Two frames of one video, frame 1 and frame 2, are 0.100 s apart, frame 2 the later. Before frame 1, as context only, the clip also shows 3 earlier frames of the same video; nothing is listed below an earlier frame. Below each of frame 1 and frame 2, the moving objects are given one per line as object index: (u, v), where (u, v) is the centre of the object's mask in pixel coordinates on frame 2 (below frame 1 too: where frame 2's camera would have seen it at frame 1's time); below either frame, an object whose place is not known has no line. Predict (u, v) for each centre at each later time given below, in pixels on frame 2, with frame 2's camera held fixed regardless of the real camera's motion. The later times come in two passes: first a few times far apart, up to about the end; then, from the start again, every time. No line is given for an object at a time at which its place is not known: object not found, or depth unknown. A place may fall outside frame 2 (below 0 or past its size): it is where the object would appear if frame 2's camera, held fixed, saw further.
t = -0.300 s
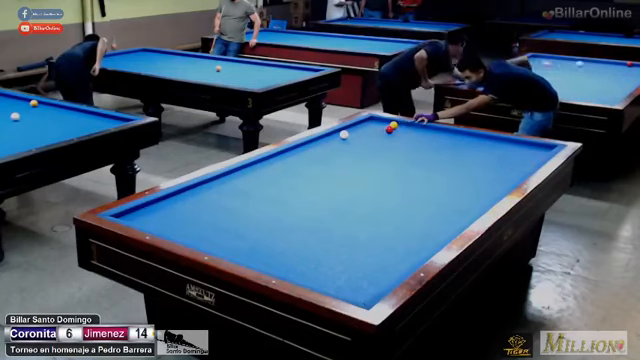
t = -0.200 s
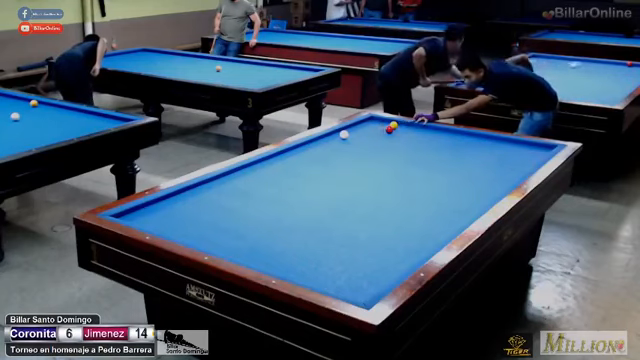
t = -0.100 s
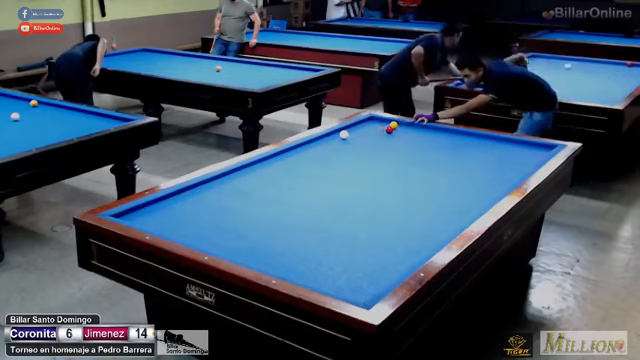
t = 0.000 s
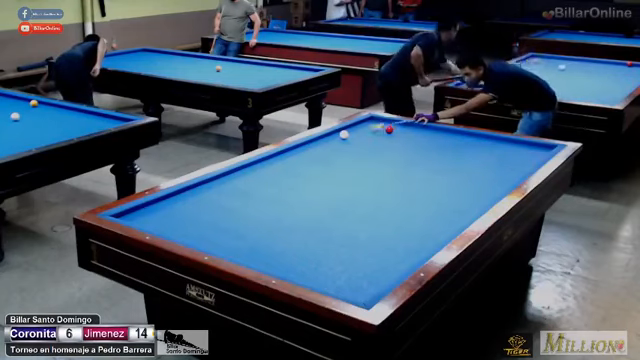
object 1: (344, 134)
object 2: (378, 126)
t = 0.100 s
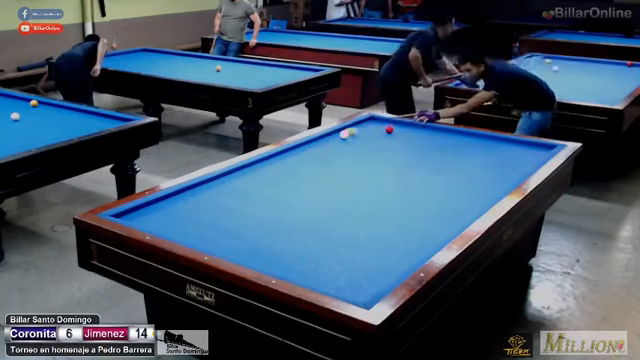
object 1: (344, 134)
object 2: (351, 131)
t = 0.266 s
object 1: (346, 138)
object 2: (336, 139)
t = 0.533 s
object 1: (350, 144)
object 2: (335, 156)
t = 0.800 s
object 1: (355, 151)
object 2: (333, 178)
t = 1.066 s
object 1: (359, 158)
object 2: (331, 205)
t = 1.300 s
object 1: (364, 165)
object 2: (329, 233)
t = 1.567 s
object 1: (369, 173)
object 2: (326, 274)
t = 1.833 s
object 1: (374, 181)
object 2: (377, 280)
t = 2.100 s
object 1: (380, 189)
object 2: (368, 253)
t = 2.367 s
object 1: (386, 198)
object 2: (362, 232)
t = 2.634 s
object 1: (392, 208)
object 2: (357, 214)
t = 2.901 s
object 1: (399, 218)
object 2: (352, 198)
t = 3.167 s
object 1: (406, 228)
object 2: (348, 184)
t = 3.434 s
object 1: (413, 239)
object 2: (344, 172)
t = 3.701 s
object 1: (419, 249)
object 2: (341, 162)
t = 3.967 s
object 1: (404, 253)
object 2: (339, 152)
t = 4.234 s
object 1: (389, 255)
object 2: (336, 144)
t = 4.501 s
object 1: (374, 258)
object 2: (333, 135)
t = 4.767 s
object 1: (360, 260)
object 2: (343, 132)
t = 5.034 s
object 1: (346, 263)
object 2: (358, 130)
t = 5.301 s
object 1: (334, 265)
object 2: (372, 127)
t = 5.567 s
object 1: (322, 267)
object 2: (386, 125)
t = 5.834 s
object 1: (310, 269)
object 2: (399, 124)
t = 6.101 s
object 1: (299, 270)
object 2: (405, 123)
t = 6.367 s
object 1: (288, 271)
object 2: (405, 125)
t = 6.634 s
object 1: (286, 269)
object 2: (404, 127)
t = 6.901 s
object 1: (286, 268)
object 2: (404, 128)
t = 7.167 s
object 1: (285, 267)
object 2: (403, 130)
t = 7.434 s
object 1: (285, 266)
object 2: (403, 132)
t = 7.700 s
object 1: (285, 265)
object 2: (403, 134)
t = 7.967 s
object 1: (284, 264)
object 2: (403, 135)
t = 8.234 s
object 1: (284, 263)
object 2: (403, 136)
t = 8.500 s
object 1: (284, 263)
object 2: (403, 137)
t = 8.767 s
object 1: (285, 263)
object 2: (403, 138)
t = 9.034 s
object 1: (285, 263)
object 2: (403, 139)
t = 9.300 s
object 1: (285, 263)
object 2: (403, 140)
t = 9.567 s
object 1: (285, 263)
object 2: (403, 141)
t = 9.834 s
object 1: (285, 263)
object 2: (403, 142)
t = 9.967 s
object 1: (285, 263)
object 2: (403, 142)
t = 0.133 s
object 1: (343, 133)
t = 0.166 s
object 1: (345, 135)
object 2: (335, 133)
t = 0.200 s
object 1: (345, 136)
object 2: (334, 134)
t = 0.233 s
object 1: (345, 137)
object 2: (334, 137)
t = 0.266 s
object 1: (346, 138)
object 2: (336, 139)
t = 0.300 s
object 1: (346, 139)
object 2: (336, 140)
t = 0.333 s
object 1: (347, 139)
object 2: (336, 143)
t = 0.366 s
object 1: (348, 141)
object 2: (336, 145)
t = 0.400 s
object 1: (348, 141)
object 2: (336, 147)
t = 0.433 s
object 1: (349, 142)
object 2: (336, 149)
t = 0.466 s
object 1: (349, 142)
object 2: (335, 152)
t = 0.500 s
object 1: (350, 143)
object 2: (335, 154)
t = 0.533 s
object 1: (350, 144)
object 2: (335, 156)
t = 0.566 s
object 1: (351, 145)
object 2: (335, 159)
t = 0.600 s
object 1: (351, 146)
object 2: (335, 161)
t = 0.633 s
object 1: (352, 147)
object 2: (334, 164)
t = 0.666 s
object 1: (352, 148)
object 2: (334, 167)
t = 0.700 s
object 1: (353, 149)
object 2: (334, 170)
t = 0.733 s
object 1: (354, 149)
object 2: (334, 173)
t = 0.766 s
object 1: (354, 150)
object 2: (333, 175)
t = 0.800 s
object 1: (355, 151)
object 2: (333, 178)
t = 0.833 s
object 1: (355, 152)
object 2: (333, 181)
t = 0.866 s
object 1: (356, 153)
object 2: (333, 184)
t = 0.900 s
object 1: (356, 154)
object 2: (333, 188)
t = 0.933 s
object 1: (357, 155)
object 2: (332, 191)
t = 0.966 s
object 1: (358, 155)
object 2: (332, 194)
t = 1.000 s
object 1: (358, 156)
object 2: (332, 198)
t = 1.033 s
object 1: (359, 158)
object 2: (331, 201)
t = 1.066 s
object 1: (359, 158)
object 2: (331, 205)
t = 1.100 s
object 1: (359, 159)
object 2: (331, 208)
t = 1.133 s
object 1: (361, 160)
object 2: (330, 212)
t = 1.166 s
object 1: (361, 161)
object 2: (330, 216)
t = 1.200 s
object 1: (362, 162)
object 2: (330, 220)
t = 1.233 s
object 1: (362, 163)
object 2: (329, 224)
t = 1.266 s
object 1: (363, 164)
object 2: (329, 228)
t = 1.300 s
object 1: (364, 165)
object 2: (329, 233)
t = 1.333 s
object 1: (364, 166)
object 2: (328, 237)
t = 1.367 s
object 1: (365, 167)
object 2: (328, 242)
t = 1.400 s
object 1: (366, 168)
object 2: (328, 247)
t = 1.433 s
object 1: (366, 169)
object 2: (327, 252)
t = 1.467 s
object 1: (367, 170)
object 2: (327, 257)
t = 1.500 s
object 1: (367, 171)
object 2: (326, 262)
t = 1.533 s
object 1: (368, 171)
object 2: (326, 268)
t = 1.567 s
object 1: (369, 173)
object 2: (326, 274)
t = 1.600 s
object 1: (370, 174)
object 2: (325, 279)
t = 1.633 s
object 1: (370, 175)
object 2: (325, 282)
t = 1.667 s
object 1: (371, 176)
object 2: (330, 285)
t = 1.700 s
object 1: (371, 177)
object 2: (342, 286)
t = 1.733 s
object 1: (373, 178)
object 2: (353, 285)
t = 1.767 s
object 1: (373, 179)
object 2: (365, 284)
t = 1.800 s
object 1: (374, 180)
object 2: (374, 282)
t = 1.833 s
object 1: (374, 181)
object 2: (377, 280)
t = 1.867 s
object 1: (375, 182)
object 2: (375, 276)
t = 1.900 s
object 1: (375, 183)
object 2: (374, 272)
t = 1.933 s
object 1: (376, 184)
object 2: (372, 268)
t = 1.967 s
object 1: (377, 185)
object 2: (371, 265)
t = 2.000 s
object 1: (378, 186)
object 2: (370, 262)
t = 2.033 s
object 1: (378, 187)
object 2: (369, 259)
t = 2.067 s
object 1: (379, 188)
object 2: (368, 256)
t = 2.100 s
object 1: (380, 189)
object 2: (368, 253)
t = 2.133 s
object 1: (380, 191)
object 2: (367, 250)
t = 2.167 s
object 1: (381, 191)
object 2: (366, 248)
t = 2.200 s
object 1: (382, 193)
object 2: (365, 245)
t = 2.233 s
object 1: (382, 193)
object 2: (364, 242)
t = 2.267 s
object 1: (383, 194)
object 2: (364, 240)
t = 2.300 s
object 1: (384, 195)
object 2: (363, 236)
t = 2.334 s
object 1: (385, 197)
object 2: (362, 234)
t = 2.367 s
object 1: (386, 198)
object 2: (362, 232)
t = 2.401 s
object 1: (387, 200)
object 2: (361, 230)
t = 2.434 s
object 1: (387, 200)
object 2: (360, 227)
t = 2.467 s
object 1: (389, 202)
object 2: (359, 225)
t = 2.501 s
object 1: (389, 203)
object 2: (359, 222)
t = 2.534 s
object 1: (390, 204)
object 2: (358, 220)
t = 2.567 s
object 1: (391, 205)
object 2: (358, 218)
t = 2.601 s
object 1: (391, 207)
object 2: (357, 216)
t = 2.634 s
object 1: (392, 208)
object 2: (357, 214)
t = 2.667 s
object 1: (393, 209)
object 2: (356, 212)
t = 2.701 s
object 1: (393, 211)
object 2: (355, 210)
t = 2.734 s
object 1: (395, 212)
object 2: (355, 208)
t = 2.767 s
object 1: (395, 213)
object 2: (354, 206)
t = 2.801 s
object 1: (396, 214)
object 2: (354, 204)
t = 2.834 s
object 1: (397, 215)
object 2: (353, 202)
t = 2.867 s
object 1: (398, 217)
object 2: (353, 200)
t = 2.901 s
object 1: (399, 218)
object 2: (352, 198)
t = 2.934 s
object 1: (400, 219)
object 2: (351, 197)
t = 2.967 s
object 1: (401, 220)
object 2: (351, 194)
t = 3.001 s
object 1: (401, 222)
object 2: (350, 193)
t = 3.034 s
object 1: (402, 223)
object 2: (350, 191)
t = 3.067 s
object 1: (403, 224)
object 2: (349, 189)
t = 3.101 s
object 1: (404, 226)
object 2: (349, 188)
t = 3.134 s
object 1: (405, 227)
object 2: (348, 186)
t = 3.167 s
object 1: (406, 228)
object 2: (348, 184)
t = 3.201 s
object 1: (407, 229)
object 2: (347, 183)
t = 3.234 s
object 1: (407, 231)
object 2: (347, 181)
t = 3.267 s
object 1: (408, 232)
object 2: (347, 180)
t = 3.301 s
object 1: (409, 233)
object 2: (346, 178)
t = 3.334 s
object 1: (410, 235)
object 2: (346, 177)
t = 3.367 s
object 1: (411, 236)
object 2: (345, 175)
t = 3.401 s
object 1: (412, 237)
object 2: (345, 174)
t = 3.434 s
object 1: (413, 239)
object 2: (344, 172)
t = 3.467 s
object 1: (414, 240)
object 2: (344, 171)
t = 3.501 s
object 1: (415, 242)
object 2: (343, 170)
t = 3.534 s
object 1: (416, 243)
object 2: (343, 168)
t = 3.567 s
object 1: (417, 245)
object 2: (343, 167)
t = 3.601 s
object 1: (418, 246)
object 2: (342, 165)
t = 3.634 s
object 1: (418, 247)
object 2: (342, 164)
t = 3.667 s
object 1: (419, 248)
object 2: (341, 163)
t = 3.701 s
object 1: (419, 249)
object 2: (341, 162)
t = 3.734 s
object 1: (417, 250)
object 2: (340, 160)
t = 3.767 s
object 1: (416, 250)
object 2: (340, 159)
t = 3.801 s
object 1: (414, 251)
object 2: (340, 158)
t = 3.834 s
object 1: (412, 251)
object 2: (340, 157)
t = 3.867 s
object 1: (410, 252)
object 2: (339, 155)
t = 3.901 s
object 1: (408, 252)
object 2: (339, 154)
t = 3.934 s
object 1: (406, 252)
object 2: (339, 153)
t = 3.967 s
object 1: (404, 253)
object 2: (339, 152)
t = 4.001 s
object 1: (402, 253)
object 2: (338, 151)
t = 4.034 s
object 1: (400, 253)
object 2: (337, 150)
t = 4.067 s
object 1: (398, 254)
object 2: (337, 149)
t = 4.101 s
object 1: (397, 254)
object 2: (337, 148)
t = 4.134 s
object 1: (395, 254)
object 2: (337, 147)
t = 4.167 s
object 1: (393, 255)
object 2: (337, 146)
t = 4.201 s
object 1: (391, 255)
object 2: (336, 145)
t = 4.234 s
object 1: (389, 255)
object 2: (336, 144)
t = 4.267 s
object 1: (387, 256)
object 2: (336, 143)
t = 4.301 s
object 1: (386, 256)
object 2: (335, 142)
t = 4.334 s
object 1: (383, 257)
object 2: (335, 141)
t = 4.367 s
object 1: (382, 257)
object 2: (335, 140)
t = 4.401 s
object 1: (380, 257)
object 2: (334, 139)
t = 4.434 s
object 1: (379, 257)
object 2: (334, 137)
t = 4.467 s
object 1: (376, 258)
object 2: (333, 137)
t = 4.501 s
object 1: (374, 258)
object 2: (333, 135)
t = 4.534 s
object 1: (373, 258)
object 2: (333, 135)
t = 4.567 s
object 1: (371, 259)
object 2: (333, 134)
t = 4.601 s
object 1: (369, 259)
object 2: (334, 134)
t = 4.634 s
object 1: (367, 259)
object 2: (336, 133)
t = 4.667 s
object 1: (366, 260)
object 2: (338, 132)
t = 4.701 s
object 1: (364, 260)
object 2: (340, 132)
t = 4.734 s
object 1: (362, 260)
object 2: (341, 132)
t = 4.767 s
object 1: (360, 260)
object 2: (343, 132)
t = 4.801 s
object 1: (359, 261)
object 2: (345, 131)
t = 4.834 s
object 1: (357, 261)
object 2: (347, 131)
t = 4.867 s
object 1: (355, 261)
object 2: (349, 131)
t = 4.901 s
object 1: (353, 262)
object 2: (351, 131)
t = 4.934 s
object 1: (352, 262)
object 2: (353, 131)
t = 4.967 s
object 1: (350, 263)
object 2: (355, 130)
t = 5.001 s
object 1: (348, 263)
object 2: (356, 130)
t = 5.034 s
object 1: (346, 263)
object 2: (358, 130)
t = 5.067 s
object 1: (345, 263)
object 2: (360, 130)
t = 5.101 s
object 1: (343, 264)
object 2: (362, 130)
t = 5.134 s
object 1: (341, 264)
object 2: (364, 130)
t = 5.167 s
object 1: (340, 264)
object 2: (366, 129)
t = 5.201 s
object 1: (338, 264)
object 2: (368, 129)
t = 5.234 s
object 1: (337, 265)
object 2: (369, 128)
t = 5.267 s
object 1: (335, 265)
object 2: (371, 128)
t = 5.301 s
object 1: (334, 265)
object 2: (372, 127)
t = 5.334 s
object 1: (332, 265)
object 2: (374, 127)
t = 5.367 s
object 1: (331, 266)
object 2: (376, 127)
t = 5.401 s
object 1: (329, 266)
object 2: (377, 127)
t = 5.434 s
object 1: (328, 266)
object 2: (379, 126)
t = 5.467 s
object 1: (326, 266)
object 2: (380, 126)
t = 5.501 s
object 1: (324, 266)
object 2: (382, 126)
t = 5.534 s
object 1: (323, 267)
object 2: (384, 125)
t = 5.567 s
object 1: (322, 267)
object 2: (386, 125)
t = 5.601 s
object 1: (320, 267)
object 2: (388, 124)
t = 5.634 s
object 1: (319, 267)
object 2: (389, 124)
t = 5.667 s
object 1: (317, 268)
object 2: (391, 124)
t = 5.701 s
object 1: (316, 268)
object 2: (392, 124)
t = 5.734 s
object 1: (314, 268)
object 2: (395, 124)
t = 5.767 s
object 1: (313, 268)
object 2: (396, 124)
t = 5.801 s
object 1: (311, 268)
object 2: (397, 124)
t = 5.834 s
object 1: (310, 269)
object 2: (399, 124)
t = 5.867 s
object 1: (309, 269)
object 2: (400, 124)
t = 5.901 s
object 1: (307, 269)
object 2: (402, 123)
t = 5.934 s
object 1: (306, 270)
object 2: (403, 123)
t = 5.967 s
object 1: (304, 270)
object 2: (405, 123)
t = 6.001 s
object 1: (303, 270)
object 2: (405, 123)
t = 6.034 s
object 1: (302, 270)
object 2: (405, 123)
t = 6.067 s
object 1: (300, 270)
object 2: (405, 123)
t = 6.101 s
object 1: (299, 270)
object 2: (405, 123)
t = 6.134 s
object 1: (297, 270)
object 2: (405, 124)
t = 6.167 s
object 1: (296, 270)
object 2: (405, 124)
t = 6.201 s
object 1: (295, 271)
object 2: (405, 124)
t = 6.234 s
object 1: (294, 271)
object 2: (405, 124)
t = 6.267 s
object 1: (292, 270)
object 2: (405, 125)
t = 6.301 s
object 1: (292, 271)
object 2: (405, 125)
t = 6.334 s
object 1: (290, 271)
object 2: (405, 125)
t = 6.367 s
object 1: (288, 271)
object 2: (405, 125)
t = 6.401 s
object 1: (288, 271)
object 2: (405, 125)
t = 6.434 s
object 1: (287, 271)
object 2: (405, 126)
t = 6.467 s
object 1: (287, 271)
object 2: (405, 126)
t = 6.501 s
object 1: (287, 271)
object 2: (405, 126)
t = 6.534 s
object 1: (286, 270)
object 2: (404, 127)
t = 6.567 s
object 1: (286, 270)
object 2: (404, 127)
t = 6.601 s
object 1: (286, 270)
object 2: (404, 127)
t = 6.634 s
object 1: (286, 269)
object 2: (404, 127)
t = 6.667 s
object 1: (286, 269)
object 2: (404, 127)
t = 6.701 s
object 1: (286, 269)
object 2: (404, 128)
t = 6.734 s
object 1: (285, 269)
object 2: (404, 128)
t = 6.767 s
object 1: (285, 269)
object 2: (404, 128)
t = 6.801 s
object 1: (286, 269)
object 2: (404, 128)
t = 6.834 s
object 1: (286, 269)
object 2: (404, 128)
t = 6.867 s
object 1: (286, 268)
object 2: (404, 129)
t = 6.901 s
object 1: (286, 268)
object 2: (404, 128)
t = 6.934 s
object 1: (286, 268)
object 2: (404, 129)
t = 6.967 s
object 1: (286, 268)
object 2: (404, 129)
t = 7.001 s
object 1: (286, 268)
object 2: (403, 130)
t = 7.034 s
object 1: (285, 267)
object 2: (403, 130)
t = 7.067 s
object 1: (285, 267)
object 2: (403, 130)
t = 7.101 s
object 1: (285, 267)
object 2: (403, 130)
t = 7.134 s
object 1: (285, 267)
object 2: (404, 130)
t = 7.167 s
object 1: (285, 267)
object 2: (403, 130)
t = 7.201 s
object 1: (285, 267)
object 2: (403, 130)
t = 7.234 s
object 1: (285, 267)
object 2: (403, 131)
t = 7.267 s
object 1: (285, 266)
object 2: (403, 131)
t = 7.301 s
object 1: (285, 266)
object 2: (403, 131)
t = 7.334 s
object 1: (285, 266)
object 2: (403, 132)
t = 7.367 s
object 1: (285, 266)
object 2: (403, 132)
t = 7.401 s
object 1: (285, 266)
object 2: (403, 132)
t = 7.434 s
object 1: (285, 266)
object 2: (403, 132)
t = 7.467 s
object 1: (285, 266)
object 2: (403, 132)
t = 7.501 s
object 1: (285, 266)
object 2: (403, 132)
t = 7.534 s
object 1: (285, 266)
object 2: (403, 132)
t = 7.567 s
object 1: (285, 266)
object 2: (403, 132)
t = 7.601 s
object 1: (285, 266)
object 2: (403, 133)
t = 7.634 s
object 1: (285, 266)
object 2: (403, 133)
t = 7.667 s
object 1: (285, 265)
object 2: (403, 134)
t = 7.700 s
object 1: (285, 265)
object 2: (403, 134)
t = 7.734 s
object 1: (285, 265)
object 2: (403, 134)
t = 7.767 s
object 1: (285, 265)
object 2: (403, 134)
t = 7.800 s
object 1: (285, 265)
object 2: (403, 134)
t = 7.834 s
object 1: (284, 265)
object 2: (403, 134)
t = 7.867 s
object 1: (284, 264)
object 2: (403, 134)
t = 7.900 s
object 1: (284, 264)
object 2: (403, 135)
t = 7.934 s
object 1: (284, 264)
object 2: (403, 135)
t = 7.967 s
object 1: (284, 264)
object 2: (403, 135)
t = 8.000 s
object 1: (284, 264)
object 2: (403, 135)
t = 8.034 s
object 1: (284, 263)
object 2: (403, 135)
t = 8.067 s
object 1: (284, 263)
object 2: (403, 135)
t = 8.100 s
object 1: (284, 263)
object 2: (403, 135)
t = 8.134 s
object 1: (284, 263)
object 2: (403, 136)
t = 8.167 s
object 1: (284, 263)
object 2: (403, 136)
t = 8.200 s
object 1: (284, 263)
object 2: (403, 136)
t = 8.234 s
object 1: (284, 263)
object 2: (403, 136)
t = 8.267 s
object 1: (284, 263)
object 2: (403, 137)
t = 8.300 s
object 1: (284, 263)
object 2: (403, 137)
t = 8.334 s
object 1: (284, 263)
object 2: (403, 137)
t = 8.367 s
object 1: (284, 263)
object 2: (403, 137)
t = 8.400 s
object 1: (284, 263)
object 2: (403, 137)
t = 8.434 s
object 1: (284, 263)
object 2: (403, 137)
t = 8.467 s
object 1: (284, 263)
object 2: (403, 137)
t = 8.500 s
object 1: (284, 263)
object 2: (403, 137)
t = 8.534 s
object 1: (284, 263)
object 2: (403, 137)
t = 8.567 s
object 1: (284, 263)
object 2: (403, 138)
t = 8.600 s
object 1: (284, 263)
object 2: (403, 138)
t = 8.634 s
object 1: (284, 263)
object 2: (403, 138)
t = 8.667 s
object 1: (284, 263)
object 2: (403, 138)
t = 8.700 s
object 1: (284, 263)
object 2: (403, 138)
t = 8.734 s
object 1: (284, 263)
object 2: (403, 138)
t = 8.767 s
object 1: (285, 263)
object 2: (403, 138)
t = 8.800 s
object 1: (285, 263)
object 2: (403, 138)
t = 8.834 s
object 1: (285, 263)
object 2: (403, 138)
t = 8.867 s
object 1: (285, 263)
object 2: (403, 139)
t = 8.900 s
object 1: (285, 263)
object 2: (403, 139)
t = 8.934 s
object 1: (285, 263)
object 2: (403, 139)
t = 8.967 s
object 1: (285, 263)
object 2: (403, 139)
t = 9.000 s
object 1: (285, 263)
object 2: (403, 139)
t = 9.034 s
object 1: (285, 263)
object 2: (403, 139)
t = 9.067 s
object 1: (285, 263)
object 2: (403, 139)
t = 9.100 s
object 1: (285, 263)
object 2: (403, 139)
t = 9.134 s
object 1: (285, 263)
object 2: (403, 139)
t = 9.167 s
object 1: (285, 263)
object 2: (403, 139)
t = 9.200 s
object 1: (285, 263)
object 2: (403, 140)
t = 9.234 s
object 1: (285, 263)
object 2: (403, 140)
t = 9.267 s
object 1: (285, 263)
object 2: (403, 140)
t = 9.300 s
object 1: (285, 263)
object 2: (403, 140)
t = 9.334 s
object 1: (285, 263)
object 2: (403, 140)
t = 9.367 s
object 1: (285, 263)
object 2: (403, 140)
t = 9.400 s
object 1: (285, 263)
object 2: (403, 140)
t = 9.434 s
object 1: (285, 263)
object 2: (403, 140)
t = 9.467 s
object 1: (285, 263)
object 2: (403, 141)
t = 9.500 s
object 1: (285, 263)
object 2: (403, 141)
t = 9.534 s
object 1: (285, 263)
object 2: (403, 141)
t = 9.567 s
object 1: (285, 263)
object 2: (403, 141)
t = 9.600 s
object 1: (285, 263)
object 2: (403, 141)
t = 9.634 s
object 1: (285, 263)
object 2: (403, 141)
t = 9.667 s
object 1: (285, 263)
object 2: (403, 141)
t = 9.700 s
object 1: (285, 263)
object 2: (403, 141)
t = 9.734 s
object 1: (285, 263)
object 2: (403, 141)
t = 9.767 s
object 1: (285, 263)
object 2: (403, 141)
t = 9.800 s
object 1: (285, 263)
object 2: (403, 141)
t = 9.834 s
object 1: (285, 263)
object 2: (403, 142)
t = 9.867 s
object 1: (285, 263)
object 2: (403, 142)
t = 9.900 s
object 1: (285, 263)
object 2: (403, 142)
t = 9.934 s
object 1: (285, 263)
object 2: (403, 142)
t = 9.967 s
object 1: (285, 263)
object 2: (403, 142)
